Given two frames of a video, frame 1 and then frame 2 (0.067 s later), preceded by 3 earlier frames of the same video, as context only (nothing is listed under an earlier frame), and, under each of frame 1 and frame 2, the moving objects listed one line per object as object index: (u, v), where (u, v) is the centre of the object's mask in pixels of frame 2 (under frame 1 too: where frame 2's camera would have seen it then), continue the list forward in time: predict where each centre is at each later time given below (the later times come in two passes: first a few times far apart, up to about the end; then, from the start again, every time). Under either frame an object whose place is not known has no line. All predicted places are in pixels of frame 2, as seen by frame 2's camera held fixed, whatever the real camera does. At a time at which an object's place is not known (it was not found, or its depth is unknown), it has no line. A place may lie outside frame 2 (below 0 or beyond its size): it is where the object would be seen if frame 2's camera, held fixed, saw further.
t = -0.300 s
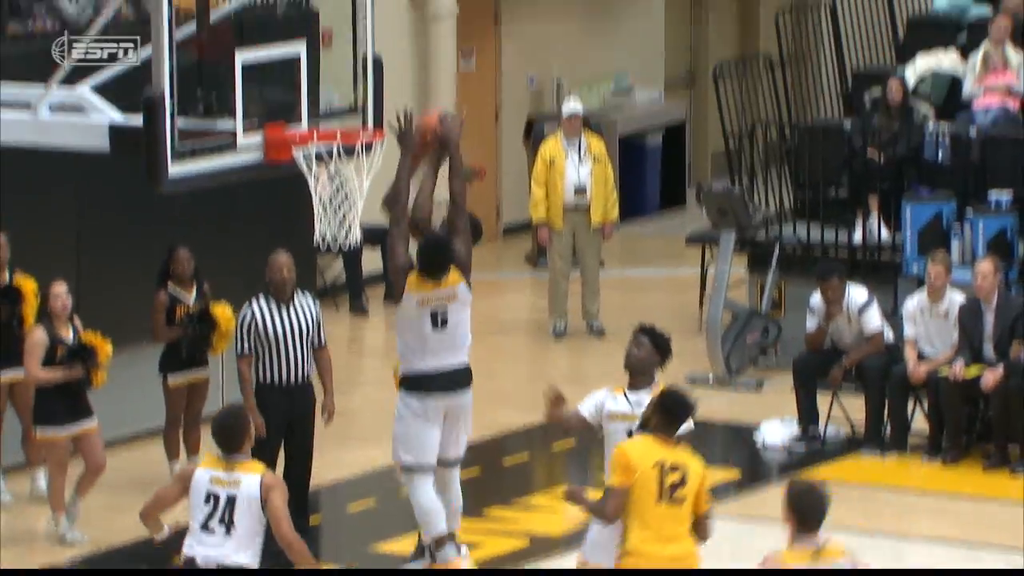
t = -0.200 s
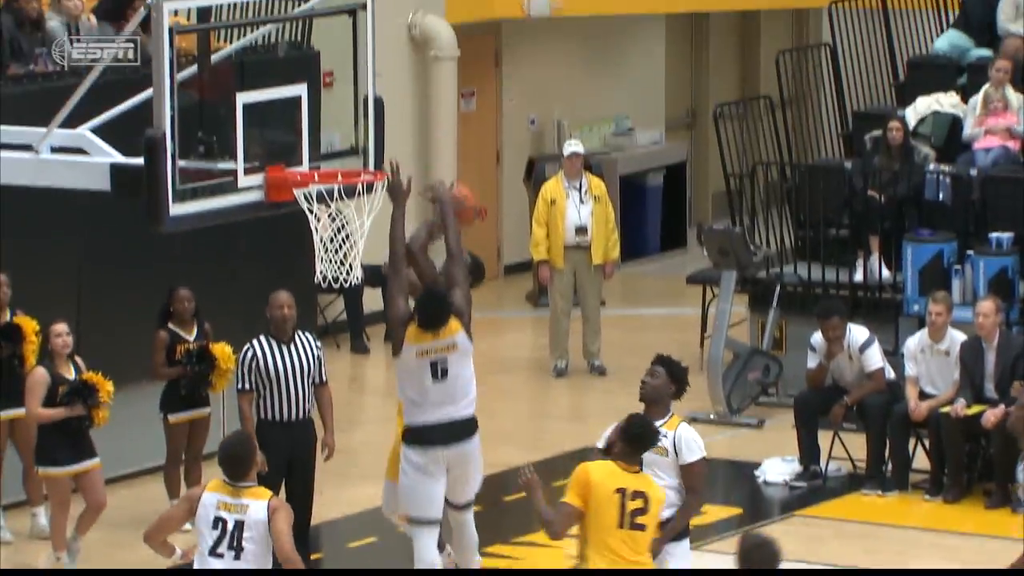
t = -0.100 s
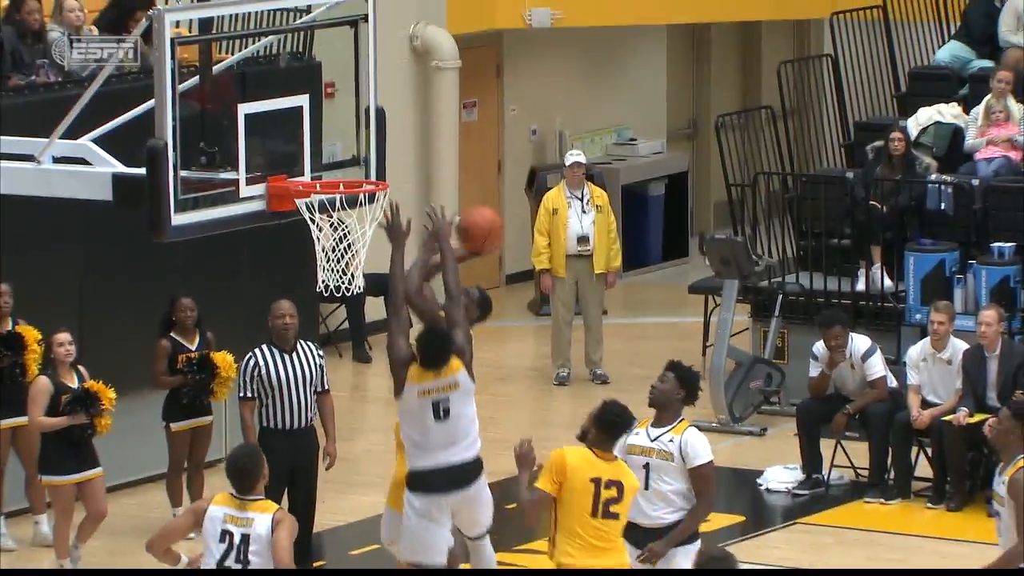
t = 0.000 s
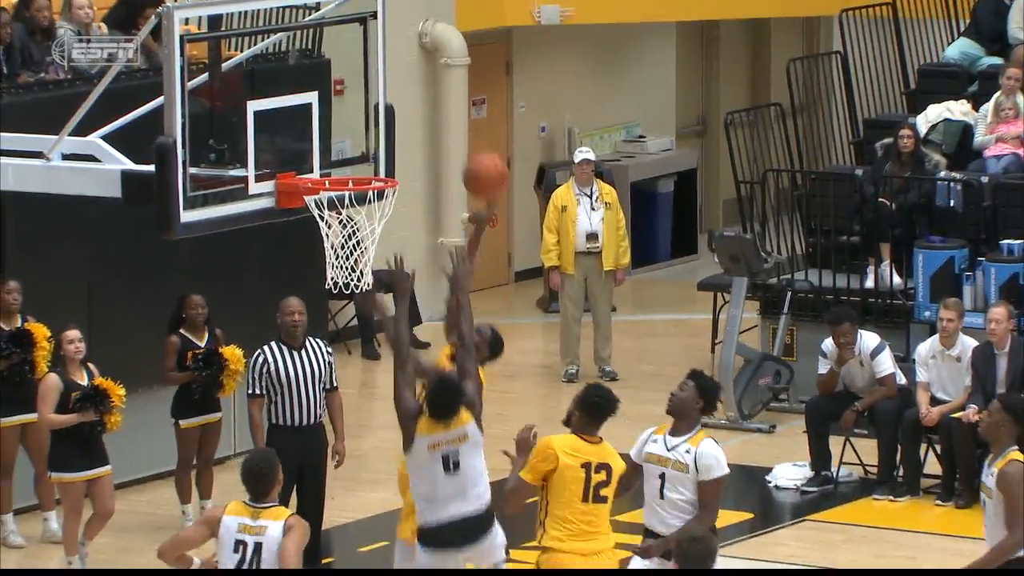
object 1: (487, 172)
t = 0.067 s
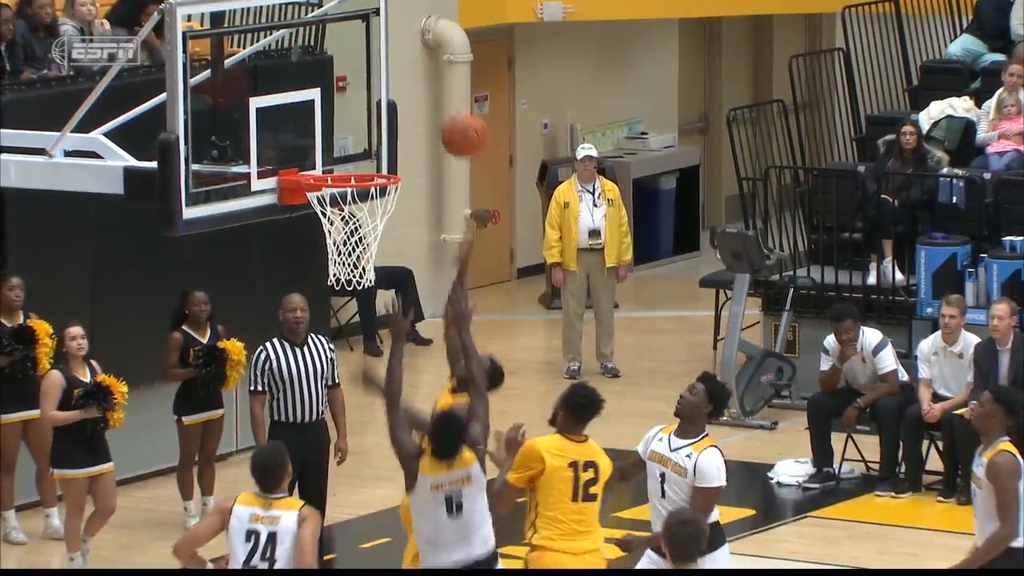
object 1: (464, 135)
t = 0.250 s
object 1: (399, 72)
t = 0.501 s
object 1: (353, 96)
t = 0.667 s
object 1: (348, 140)
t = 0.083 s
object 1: (457, 126)
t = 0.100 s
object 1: (452, 119)
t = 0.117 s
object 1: (446, 112)
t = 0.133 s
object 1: (440, 105)
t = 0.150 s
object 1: (434, 98)
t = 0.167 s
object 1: (428, 93)
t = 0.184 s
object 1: (422, 88)
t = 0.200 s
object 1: (416, 82)
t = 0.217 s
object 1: (410, 78)
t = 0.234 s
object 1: (404, 75)
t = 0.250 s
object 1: (399, 72)
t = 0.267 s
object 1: (393, 69)
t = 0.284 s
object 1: (387, 66)
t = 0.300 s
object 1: (380, 65)
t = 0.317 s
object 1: (374, 64)
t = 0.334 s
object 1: (368, 63)
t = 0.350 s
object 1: (362, 63)
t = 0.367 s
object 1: (358, 65)
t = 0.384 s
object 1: (357, 66)
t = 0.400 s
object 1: (357, 69)
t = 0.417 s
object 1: (356, 72)
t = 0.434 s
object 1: (355, 76)
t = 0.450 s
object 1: (355, 80)
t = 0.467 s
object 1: (354, 84)
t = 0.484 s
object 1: (353, 90)
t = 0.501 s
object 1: (353, 96)
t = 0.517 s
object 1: (352, 102)
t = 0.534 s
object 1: (351, 108)
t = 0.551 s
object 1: (351, 116)
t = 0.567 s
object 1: (350, 125)
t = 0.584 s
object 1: (349, 135)
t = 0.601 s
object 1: (348, 142)
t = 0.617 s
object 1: (348, 150)
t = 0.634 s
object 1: (349, 149)
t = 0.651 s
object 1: (348, 144)
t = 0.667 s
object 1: (348, 140)
